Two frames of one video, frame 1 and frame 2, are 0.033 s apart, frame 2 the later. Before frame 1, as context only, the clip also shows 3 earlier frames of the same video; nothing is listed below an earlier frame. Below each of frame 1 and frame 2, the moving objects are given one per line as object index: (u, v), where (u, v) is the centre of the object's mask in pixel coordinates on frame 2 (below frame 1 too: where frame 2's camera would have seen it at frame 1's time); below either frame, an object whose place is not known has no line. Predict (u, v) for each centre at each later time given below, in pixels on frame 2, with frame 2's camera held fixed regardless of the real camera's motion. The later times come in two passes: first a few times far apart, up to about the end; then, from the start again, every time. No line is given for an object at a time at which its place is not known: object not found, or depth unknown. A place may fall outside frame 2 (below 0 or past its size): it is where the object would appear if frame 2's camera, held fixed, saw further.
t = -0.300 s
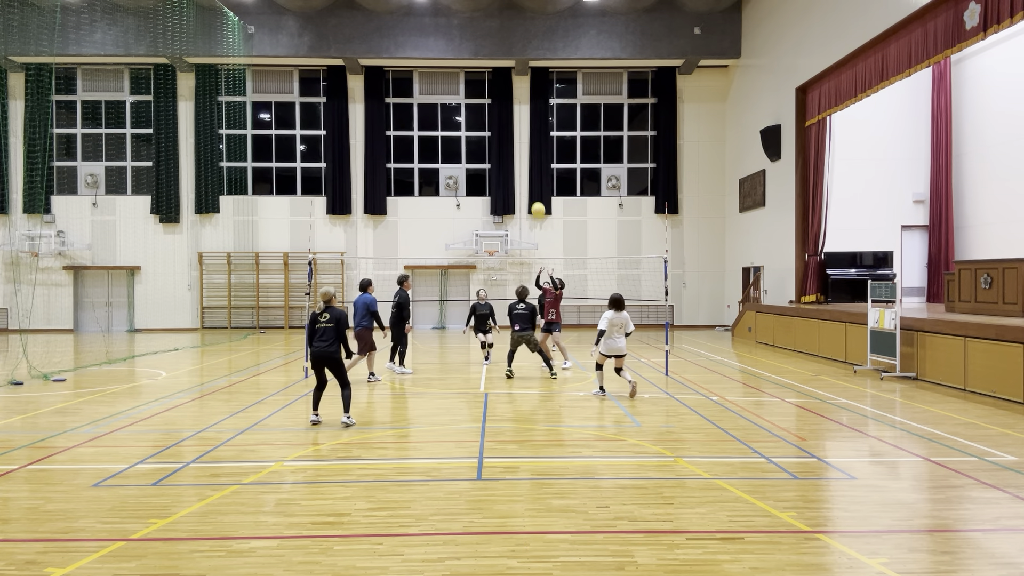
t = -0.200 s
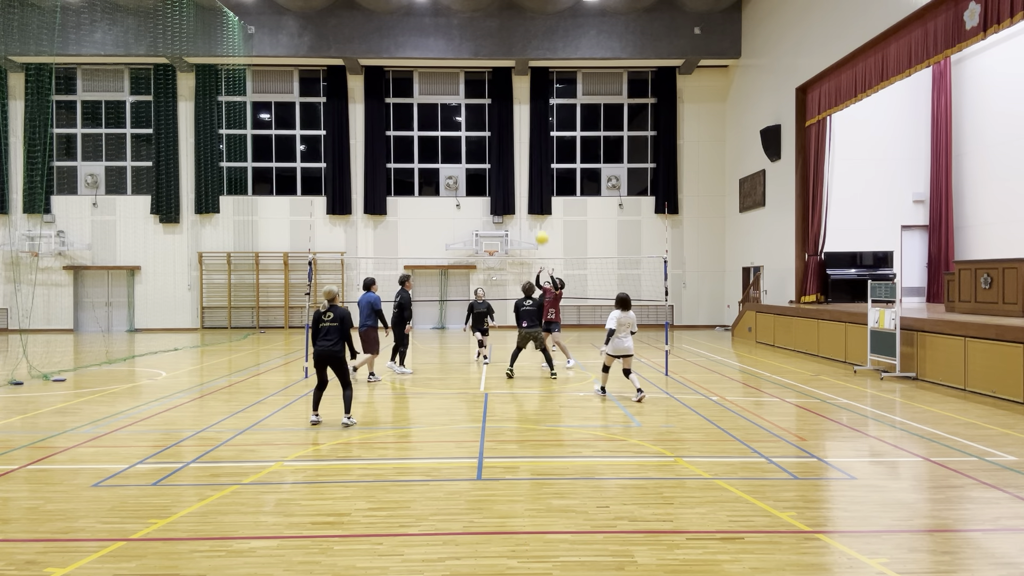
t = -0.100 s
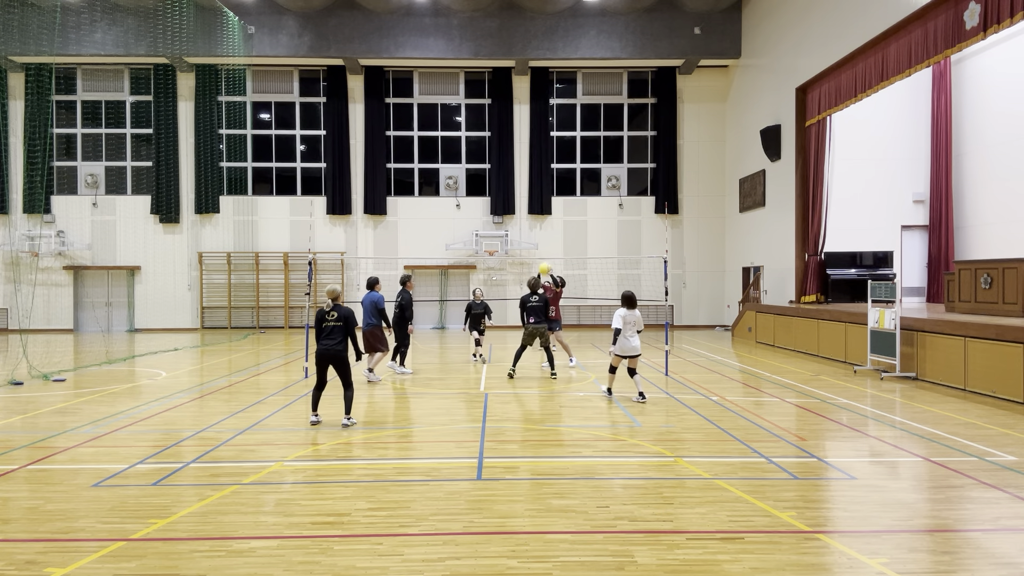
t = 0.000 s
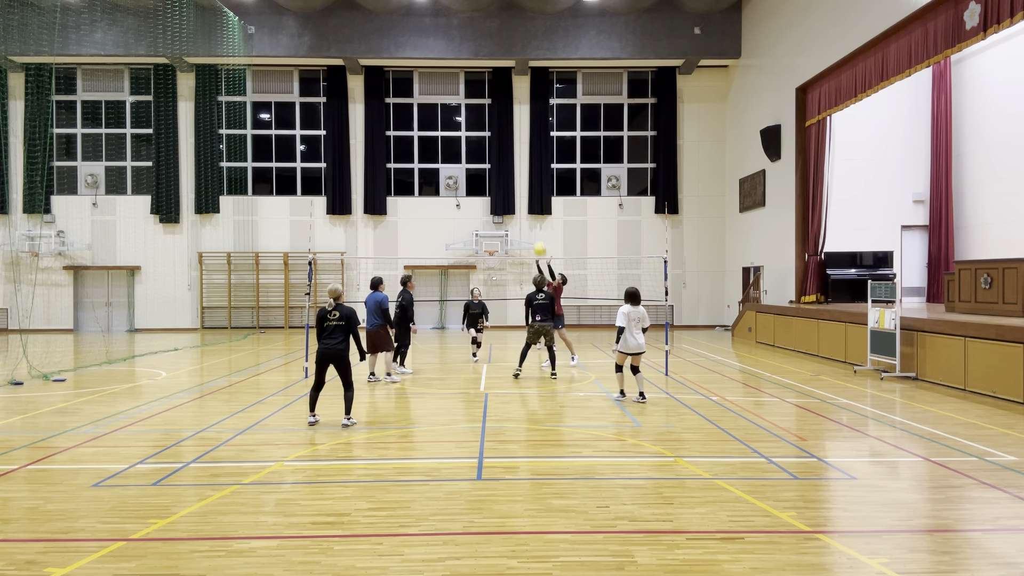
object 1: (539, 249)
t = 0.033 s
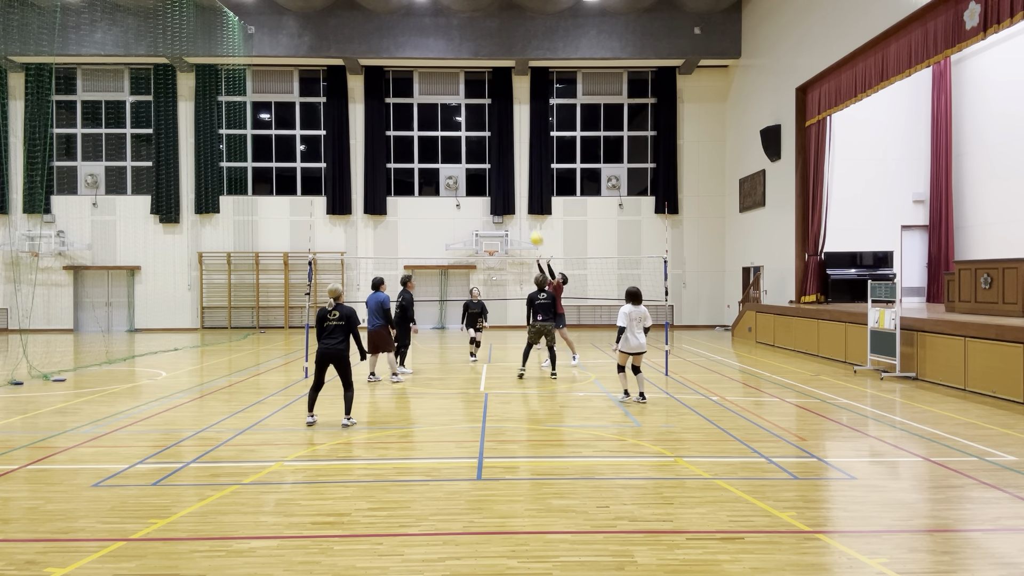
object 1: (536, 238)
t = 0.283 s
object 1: (513, 176)
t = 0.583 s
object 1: (488, 146)
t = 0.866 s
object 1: (466, 159)
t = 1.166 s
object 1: (445, 216)
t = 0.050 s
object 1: (535, 233)
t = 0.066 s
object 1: (534, 228)
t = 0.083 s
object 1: (532, 223)
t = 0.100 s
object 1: (531, 218)
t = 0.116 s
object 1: (529, 214)
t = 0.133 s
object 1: (528, 210)
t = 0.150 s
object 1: (527, 206)
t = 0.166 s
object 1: (525, 201)
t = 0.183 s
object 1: (523, 197)
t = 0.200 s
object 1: (521, 194)
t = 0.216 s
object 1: (519, 190)
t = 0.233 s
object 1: (518, 186)
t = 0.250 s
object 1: (516, 183)
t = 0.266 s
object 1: (515, 180)
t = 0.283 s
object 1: (513, 176)
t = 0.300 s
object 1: (512, 173)
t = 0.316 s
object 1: (510, 171)
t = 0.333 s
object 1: (509, 168)
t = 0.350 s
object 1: (508, 166)
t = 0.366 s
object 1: (506, 163)
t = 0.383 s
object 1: (505, 161)
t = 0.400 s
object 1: (503, 159)
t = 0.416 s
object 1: (502, 157)
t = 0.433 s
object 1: (501, 155)
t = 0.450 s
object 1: (499, 154)
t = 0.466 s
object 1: (498, 152)
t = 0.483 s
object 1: (496, 151)
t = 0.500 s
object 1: (495, 150)
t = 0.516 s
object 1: (494, 149)
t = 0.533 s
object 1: (492, 148)
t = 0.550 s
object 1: (491, 147)
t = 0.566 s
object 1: (490, 146)
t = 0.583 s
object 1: (488, 146)
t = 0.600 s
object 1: (487, 145)
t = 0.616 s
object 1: (486, 145)
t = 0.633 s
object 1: (484, 145)
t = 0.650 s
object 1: (483, 145)
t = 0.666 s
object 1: (481, 145)
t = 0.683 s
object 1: (480, 146)
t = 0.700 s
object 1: (479, 146)
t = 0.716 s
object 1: (478, 147)
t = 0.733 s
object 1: (476, 148)
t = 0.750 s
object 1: (475, 149)
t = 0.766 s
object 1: (474, 150)
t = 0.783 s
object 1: (472, 151)
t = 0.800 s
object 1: (471, 152)
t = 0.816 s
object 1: (470, 154)
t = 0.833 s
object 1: (469, 155)
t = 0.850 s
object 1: (467, 157)
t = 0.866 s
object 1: (466, 159)
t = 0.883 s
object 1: (465, 161)
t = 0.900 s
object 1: (464, 163)
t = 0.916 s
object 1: (463, 165)
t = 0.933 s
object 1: (461, 168)
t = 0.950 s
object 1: (460, 171)
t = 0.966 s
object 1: (459, 174)
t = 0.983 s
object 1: (457, 176)
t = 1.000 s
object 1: (456, 180)
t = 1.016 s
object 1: (455, 183)
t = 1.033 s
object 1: (454, 186)
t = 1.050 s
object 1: (453, 189)
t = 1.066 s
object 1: (452, 192)
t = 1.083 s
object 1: (450, 196)
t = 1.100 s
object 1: (450, 200)
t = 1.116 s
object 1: (448, 204)
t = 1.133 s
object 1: (448, 208)
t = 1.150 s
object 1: (446, 212)
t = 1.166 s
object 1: (445, 216)
